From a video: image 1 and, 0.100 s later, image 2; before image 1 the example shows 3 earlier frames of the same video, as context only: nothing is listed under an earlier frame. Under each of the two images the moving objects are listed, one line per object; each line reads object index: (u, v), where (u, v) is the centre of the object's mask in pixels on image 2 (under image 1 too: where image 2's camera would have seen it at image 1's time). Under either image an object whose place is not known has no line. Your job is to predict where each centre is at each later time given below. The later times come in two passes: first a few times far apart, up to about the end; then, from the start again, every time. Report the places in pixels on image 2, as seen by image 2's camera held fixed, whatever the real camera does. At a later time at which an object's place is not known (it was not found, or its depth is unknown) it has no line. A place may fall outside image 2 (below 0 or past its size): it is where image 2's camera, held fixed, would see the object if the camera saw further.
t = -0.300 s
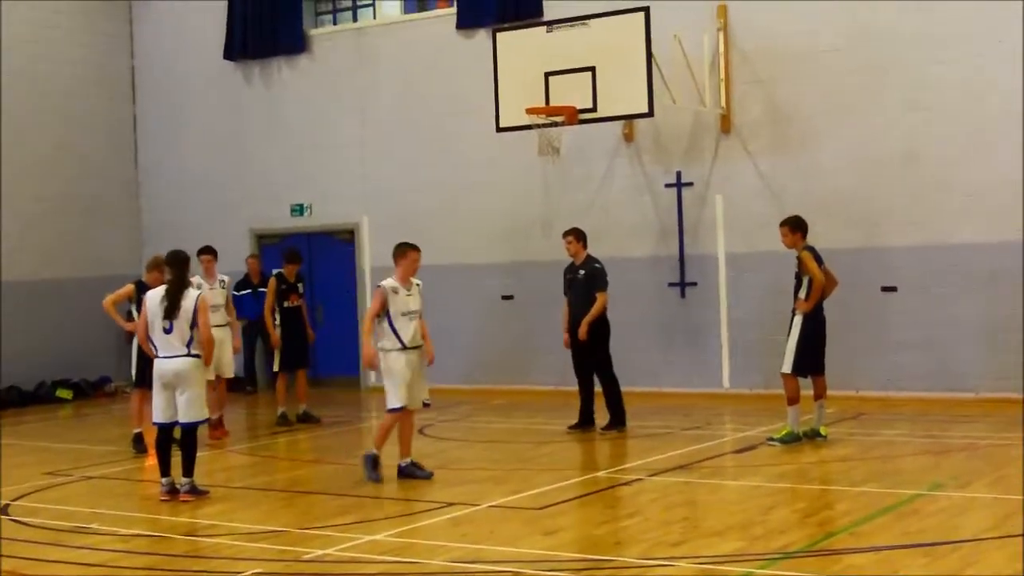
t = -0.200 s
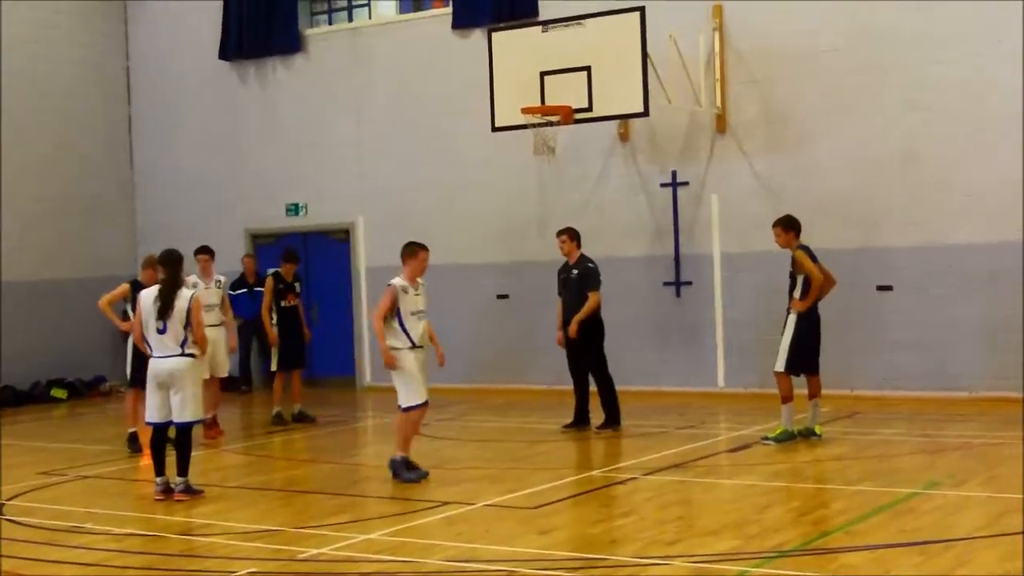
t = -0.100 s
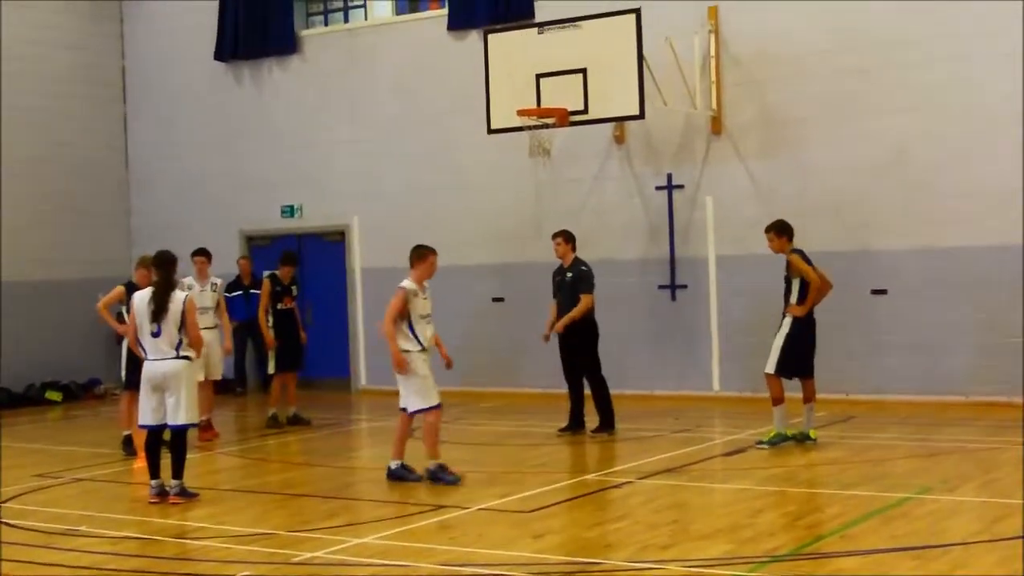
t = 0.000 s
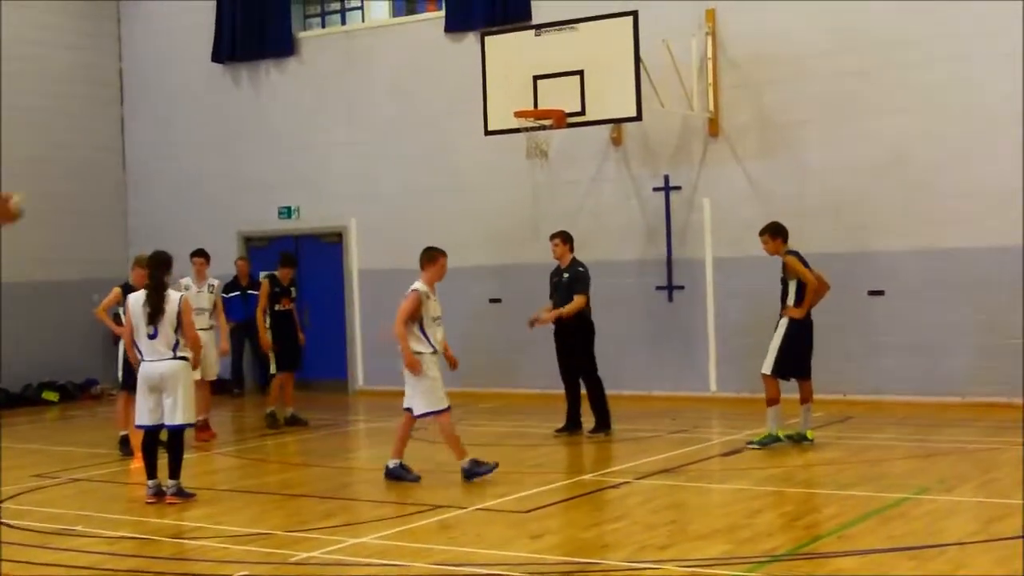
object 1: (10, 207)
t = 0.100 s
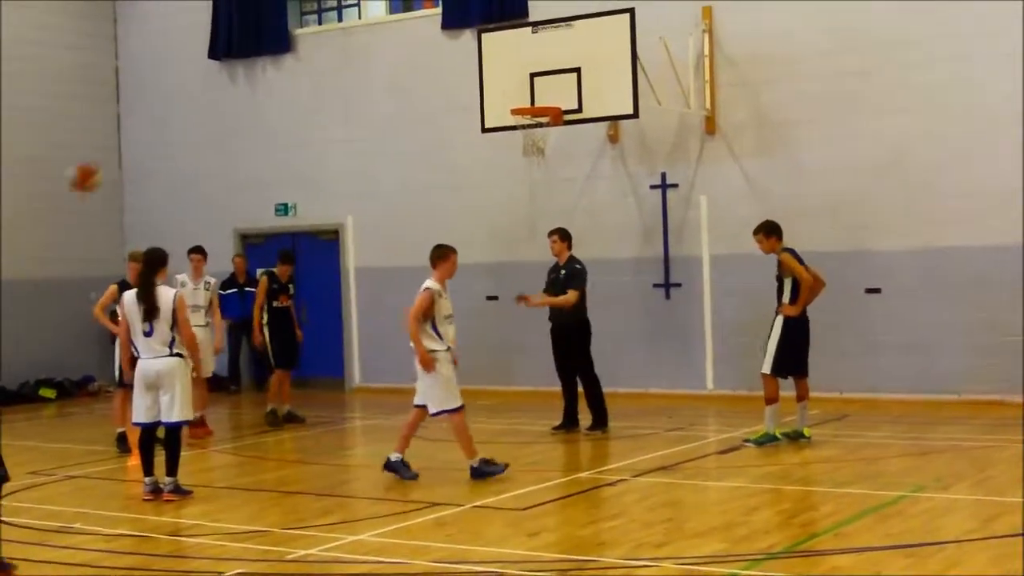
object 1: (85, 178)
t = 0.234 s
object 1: (189, 162)
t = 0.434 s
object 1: (332, 174)
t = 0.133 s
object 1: (113, 171)
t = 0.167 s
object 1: (138, 166)
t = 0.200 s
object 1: (162, 164)
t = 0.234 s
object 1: (189, 162)
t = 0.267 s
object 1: (215, 160)
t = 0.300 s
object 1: (238, 160)
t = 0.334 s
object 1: (262, 163)
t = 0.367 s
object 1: (287, 165)
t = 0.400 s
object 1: (310, 168)
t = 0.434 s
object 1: (332, 174)
